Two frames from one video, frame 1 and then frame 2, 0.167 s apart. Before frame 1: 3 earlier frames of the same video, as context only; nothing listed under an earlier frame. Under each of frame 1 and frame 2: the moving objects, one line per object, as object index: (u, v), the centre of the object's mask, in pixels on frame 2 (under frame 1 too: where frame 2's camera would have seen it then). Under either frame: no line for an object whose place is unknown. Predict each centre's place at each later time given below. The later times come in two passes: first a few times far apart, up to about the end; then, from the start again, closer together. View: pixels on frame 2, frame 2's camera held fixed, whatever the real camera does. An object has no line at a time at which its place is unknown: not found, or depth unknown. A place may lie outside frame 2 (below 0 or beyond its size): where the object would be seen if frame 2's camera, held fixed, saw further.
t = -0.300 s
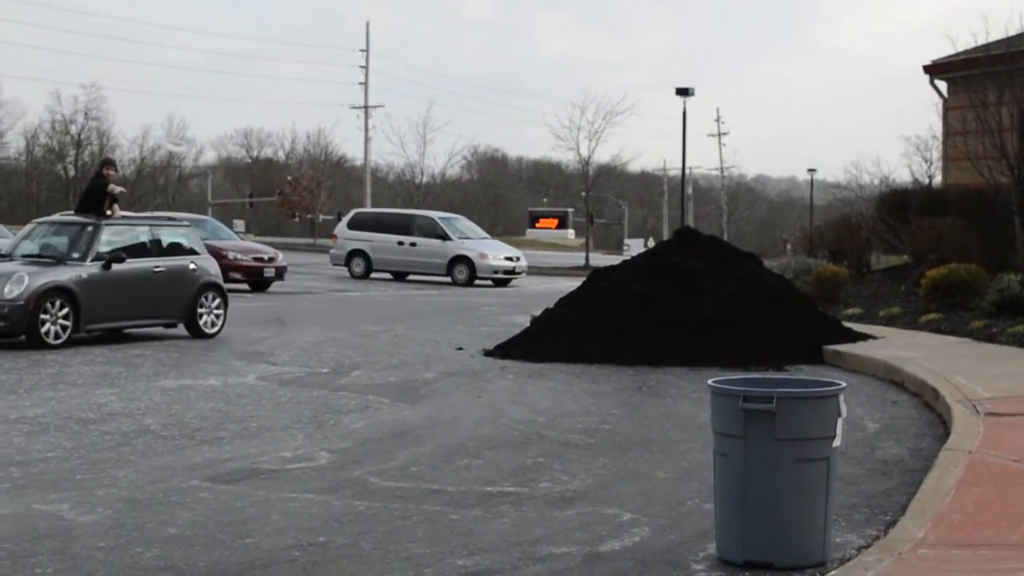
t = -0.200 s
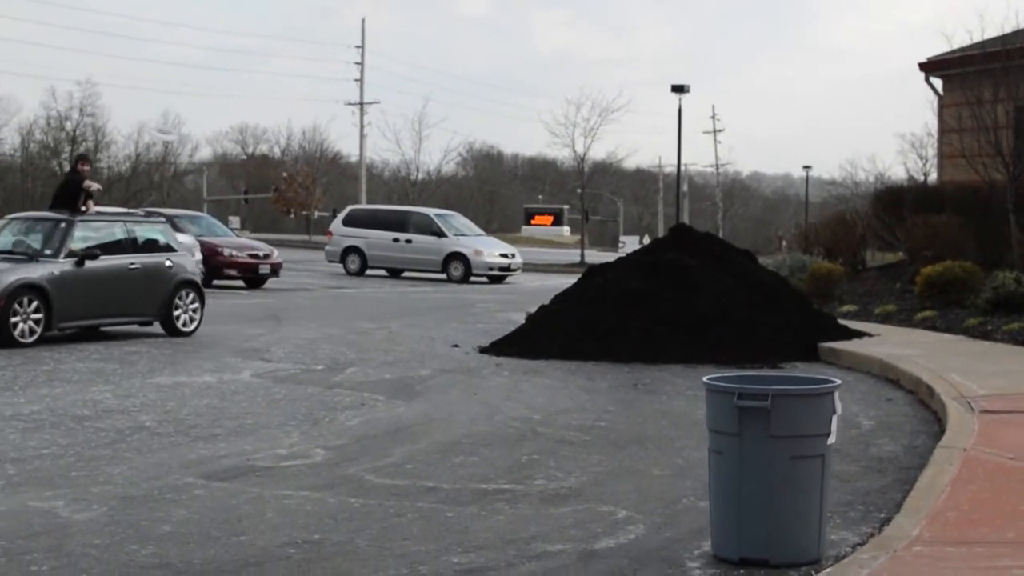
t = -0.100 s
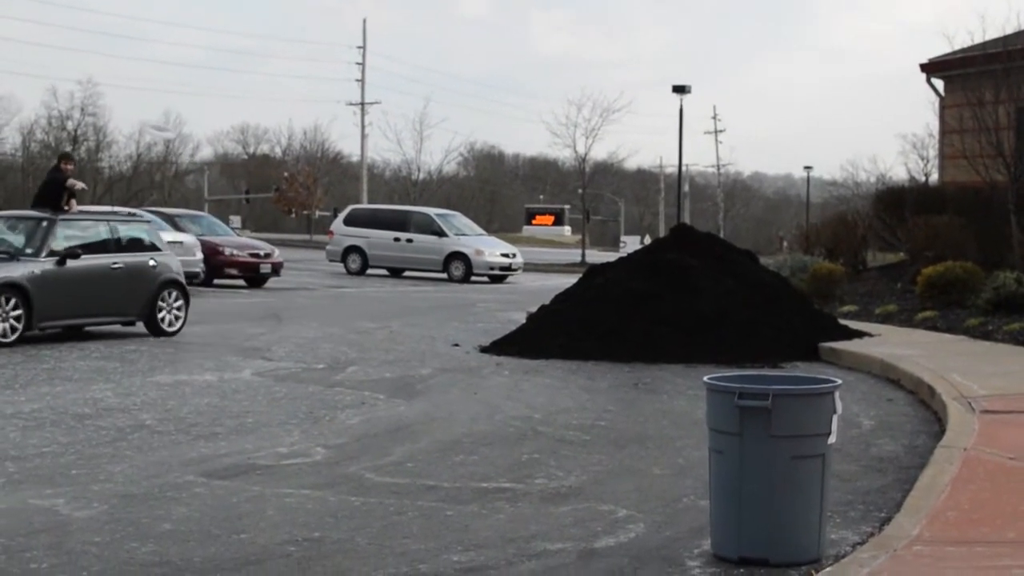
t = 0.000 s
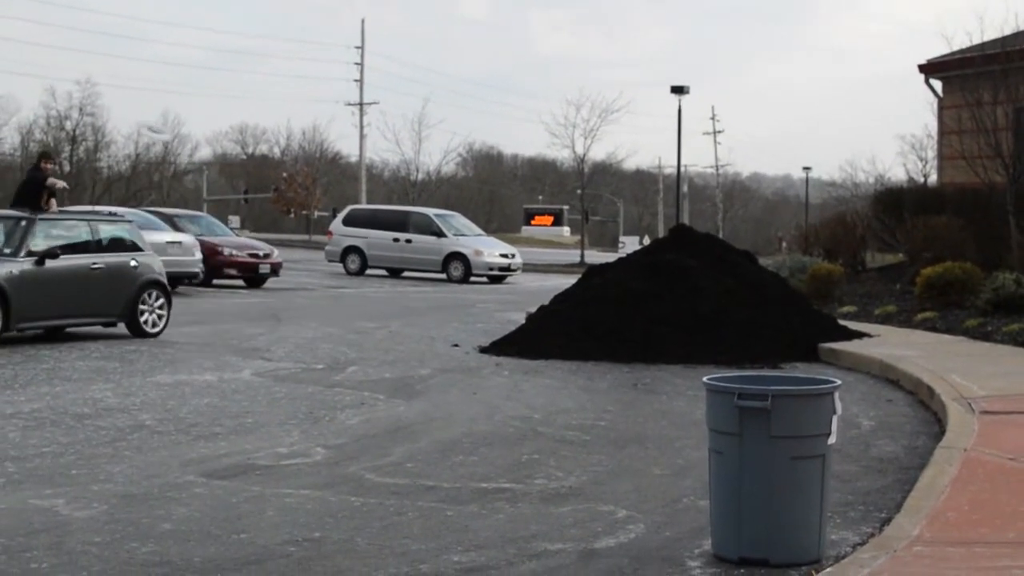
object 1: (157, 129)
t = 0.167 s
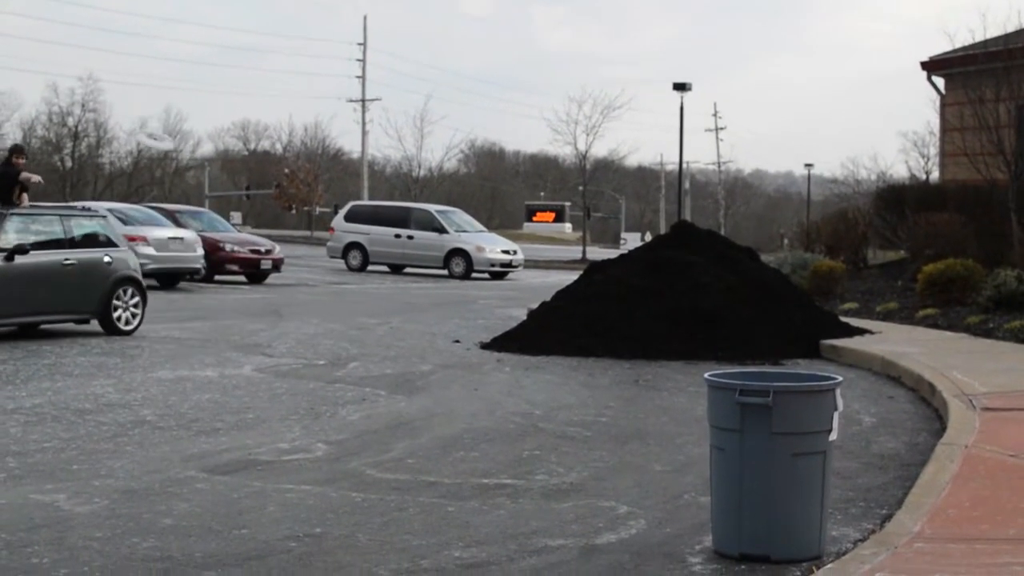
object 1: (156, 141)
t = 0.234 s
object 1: (156, 149)
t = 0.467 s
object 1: (178, 208)
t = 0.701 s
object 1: (262, 324)
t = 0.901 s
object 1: (424, 517)
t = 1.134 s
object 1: (469, 642)
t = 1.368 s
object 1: (373, 623)
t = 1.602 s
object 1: (309, 626)
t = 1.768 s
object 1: (314, 608)
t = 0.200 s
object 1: (157, 145)
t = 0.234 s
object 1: (156, 149)
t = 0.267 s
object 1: (157, 155)
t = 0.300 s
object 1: (159, 162)
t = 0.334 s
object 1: (161, 169)
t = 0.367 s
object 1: (164, 177)
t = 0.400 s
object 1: (168, 187)
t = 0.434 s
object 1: (172, 196)
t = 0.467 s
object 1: (178, 208)
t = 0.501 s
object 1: (186, 220)
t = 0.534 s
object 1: (195, 234)
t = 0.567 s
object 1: (205, 249)
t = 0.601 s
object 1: (216, 265)
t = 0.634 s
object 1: (228, 282)
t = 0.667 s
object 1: (244, 302)
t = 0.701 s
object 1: (262, 324)
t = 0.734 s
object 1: (282, 349)
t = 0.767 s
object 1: (303, 376)
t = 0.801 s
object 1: (328, 406)
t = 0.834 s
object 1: (356, 439)
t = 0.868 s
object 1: (387, 476)
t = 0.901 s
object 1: (424, 517)
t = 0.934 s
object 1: (463, 561)
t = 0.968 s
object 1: (506, 609)
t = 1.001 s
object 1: (536, 634)
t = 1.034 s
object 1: (523, 634)
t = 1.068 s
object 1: (499, 640)
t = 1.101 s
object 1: (481, 644)
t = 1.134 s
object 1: (469, 642)
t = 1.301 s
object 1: (392, 624)
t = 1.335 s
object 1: (382, 624)
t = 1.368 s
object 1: (373, 623)
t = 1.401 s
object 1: (363, 621)
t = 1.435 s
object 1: (348, 620)
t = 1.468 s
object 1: (337, 625)
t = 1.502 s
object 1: (326, 631)
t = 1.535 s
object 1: (316, 636)
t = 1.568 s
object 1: (310, 636)
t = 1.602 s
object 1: (309, 626)
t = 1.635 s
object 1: (309, 618)
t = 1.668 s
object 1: (310, 612)
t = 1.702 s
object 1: (311, 609)
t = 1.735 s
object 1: (312, 607)
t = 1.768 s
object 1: (314, 608)
